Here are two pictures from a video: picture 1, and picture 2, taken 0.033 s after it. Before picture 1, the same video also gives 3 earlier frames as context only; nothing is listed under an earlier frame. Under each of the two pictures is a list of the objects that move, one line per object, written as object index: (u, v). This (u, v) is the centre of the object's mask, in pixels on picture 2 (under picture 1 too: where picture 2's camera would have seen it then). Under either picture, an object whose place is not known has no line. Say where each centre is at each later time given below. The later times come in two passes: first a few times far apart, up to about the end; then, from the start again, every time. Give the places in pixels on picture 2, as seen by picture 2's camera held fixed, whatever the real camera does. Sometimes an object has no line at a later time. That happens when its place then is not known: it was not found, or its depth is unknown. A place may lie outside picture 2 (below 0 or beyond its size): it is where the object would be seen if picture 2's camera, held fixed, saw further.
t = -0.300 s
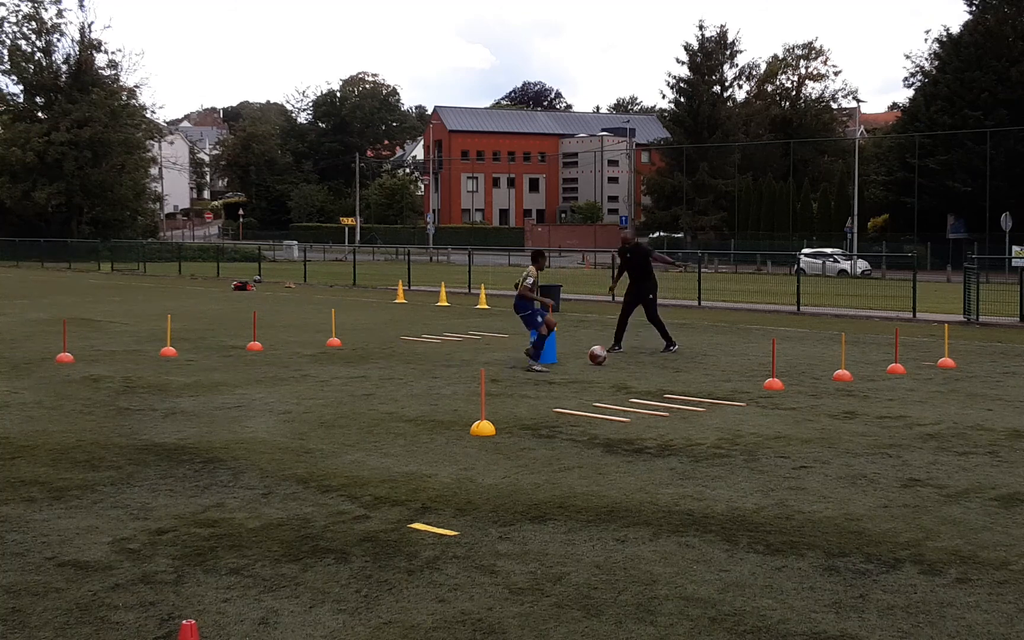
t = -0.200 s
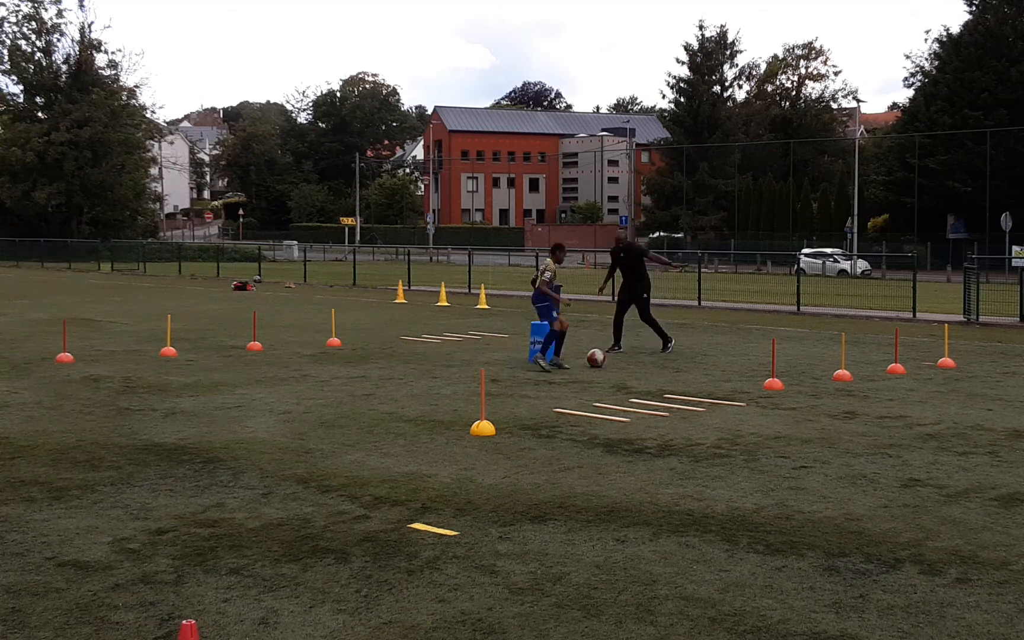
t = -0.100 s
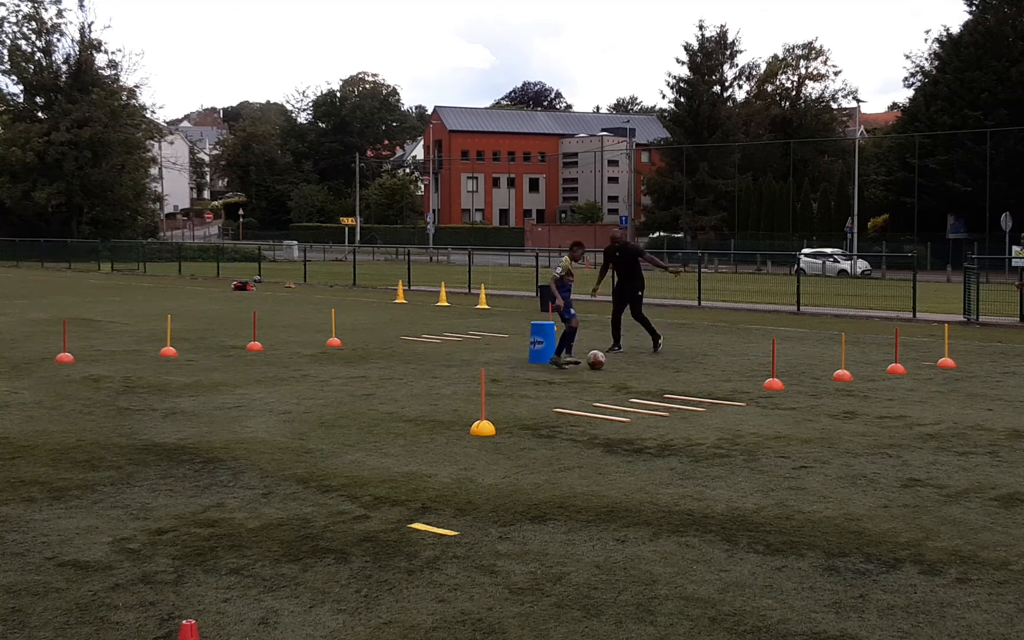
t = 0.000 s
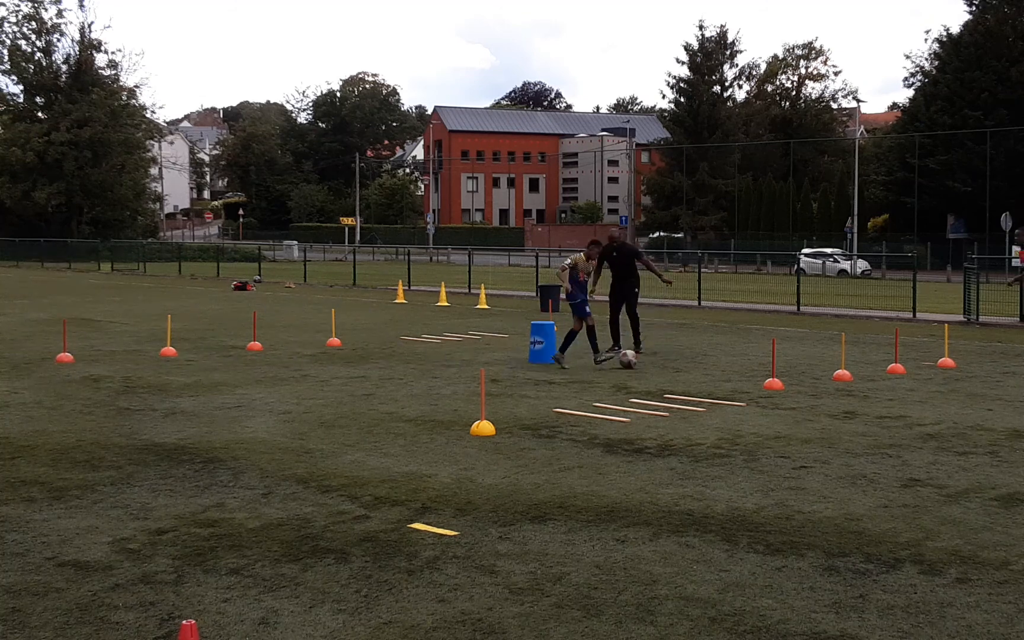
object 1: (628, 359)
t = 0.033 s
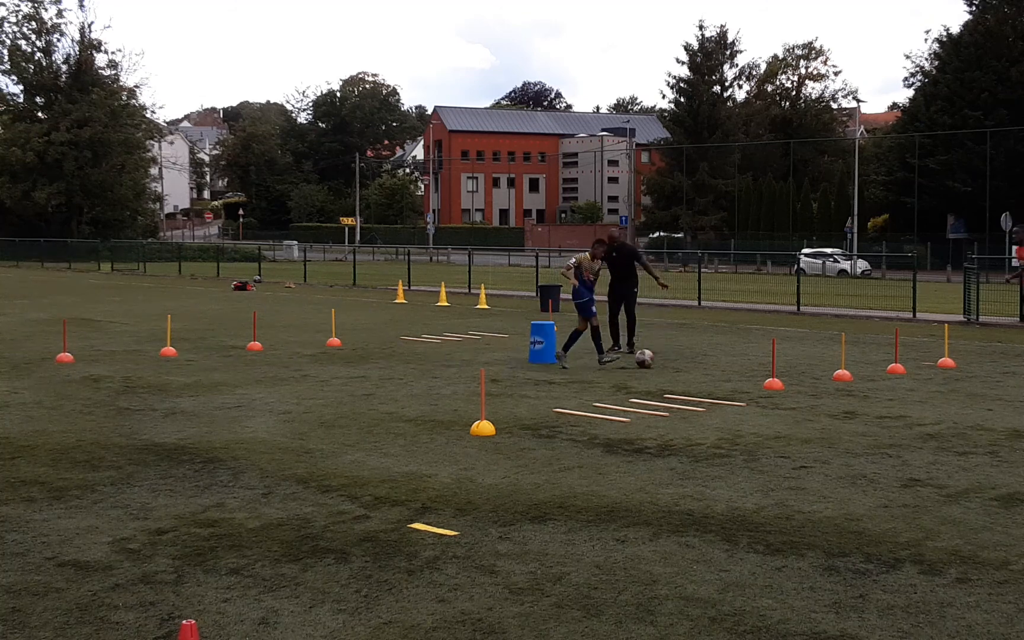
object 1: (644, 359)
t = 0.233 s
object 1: (729, 355)
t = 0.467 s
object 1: (805, 353)
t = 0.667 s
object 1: (861, 352)
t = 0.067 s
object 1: (660, 358)
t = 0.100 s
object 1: (675, 357)
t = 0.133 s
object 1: (689, 356)
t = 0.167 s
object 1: (703, 356)
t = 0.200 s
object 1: (716, 356)
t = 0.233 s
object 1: (729, 355)
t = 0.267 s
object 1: (741, 355)
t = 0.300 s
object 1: (753, 355)
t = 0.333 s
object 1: (764, 354)
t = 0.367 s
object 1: (775, 354)
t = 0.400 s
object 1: (786, 353)
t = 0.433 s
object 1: (795, 353)
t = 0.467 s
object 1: (805, 353)
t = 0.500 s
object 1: (815, 352)
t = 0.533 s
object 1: (824, 352)
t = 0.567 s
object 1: (833, 352)
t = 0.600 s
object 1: (841, 351)
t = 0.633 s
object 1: (852, 351)
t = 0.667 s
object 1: (861, 352)
